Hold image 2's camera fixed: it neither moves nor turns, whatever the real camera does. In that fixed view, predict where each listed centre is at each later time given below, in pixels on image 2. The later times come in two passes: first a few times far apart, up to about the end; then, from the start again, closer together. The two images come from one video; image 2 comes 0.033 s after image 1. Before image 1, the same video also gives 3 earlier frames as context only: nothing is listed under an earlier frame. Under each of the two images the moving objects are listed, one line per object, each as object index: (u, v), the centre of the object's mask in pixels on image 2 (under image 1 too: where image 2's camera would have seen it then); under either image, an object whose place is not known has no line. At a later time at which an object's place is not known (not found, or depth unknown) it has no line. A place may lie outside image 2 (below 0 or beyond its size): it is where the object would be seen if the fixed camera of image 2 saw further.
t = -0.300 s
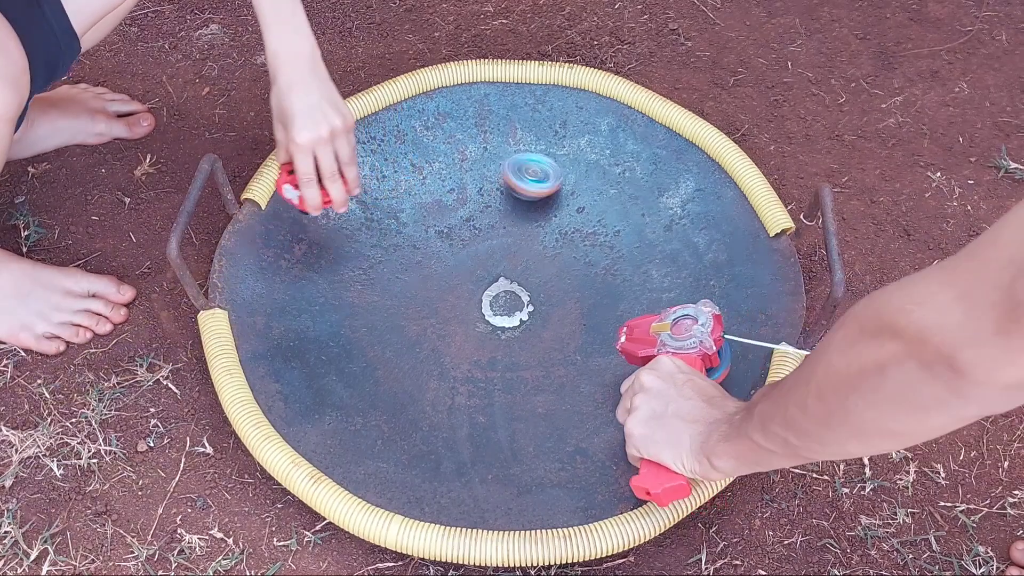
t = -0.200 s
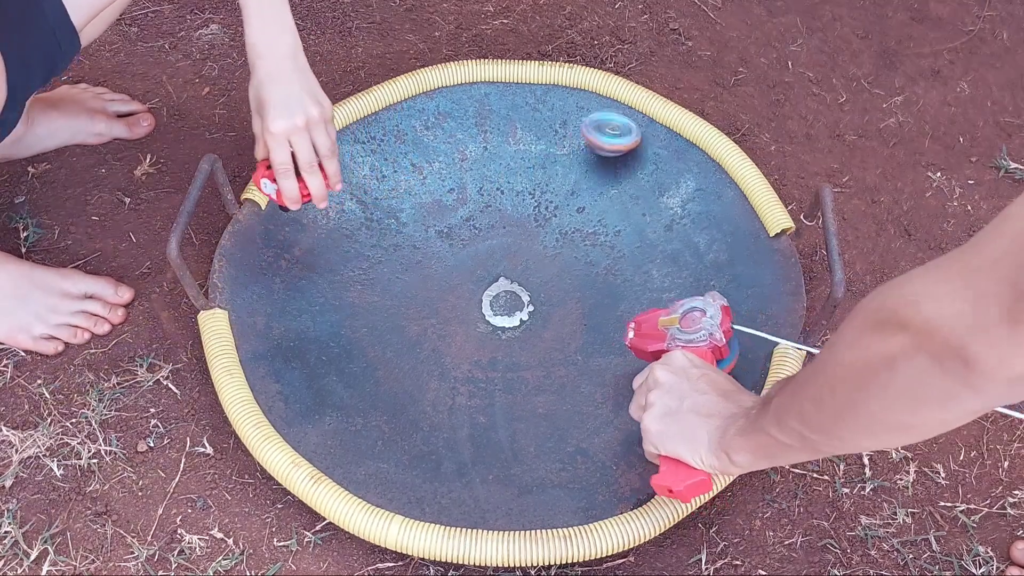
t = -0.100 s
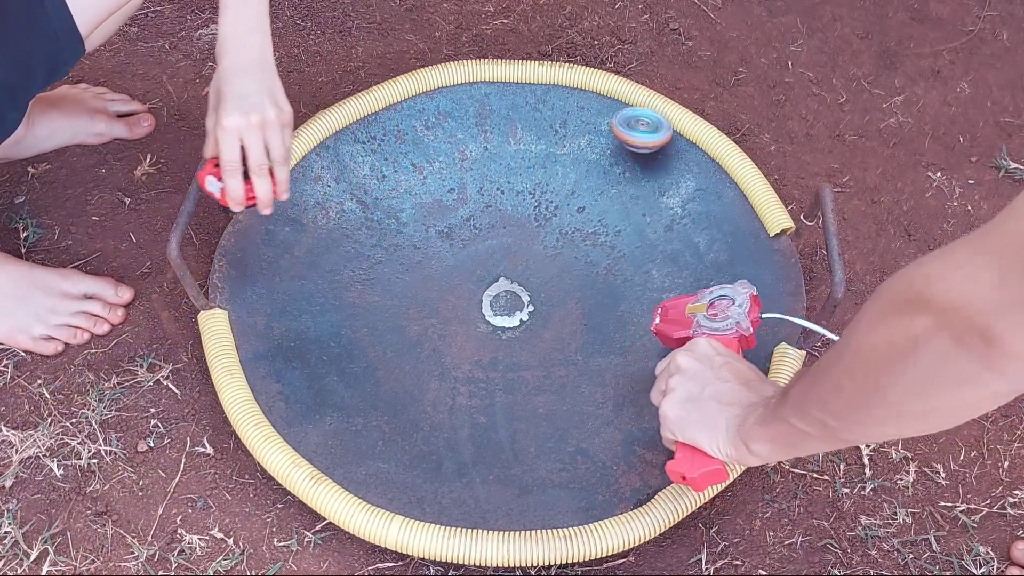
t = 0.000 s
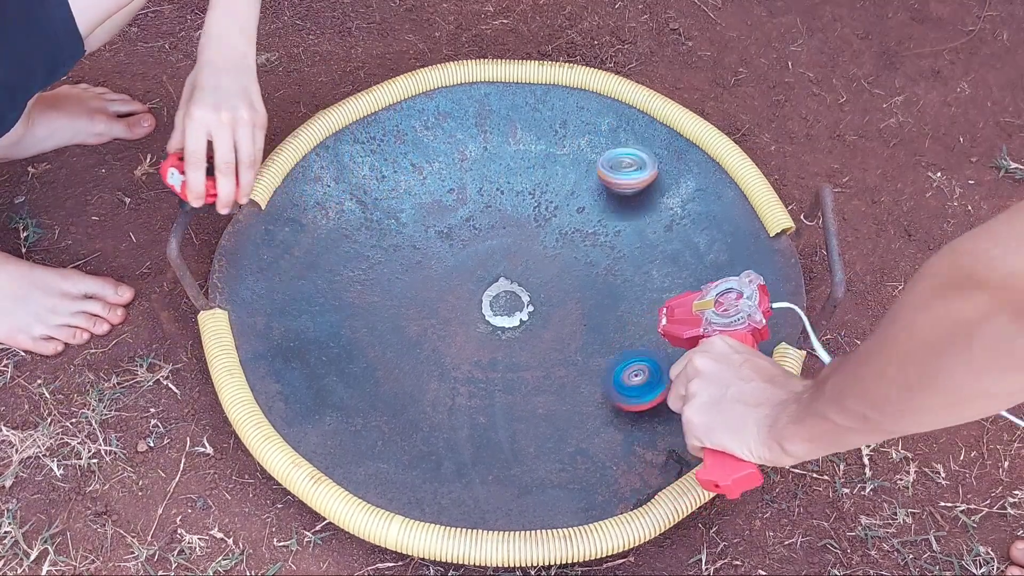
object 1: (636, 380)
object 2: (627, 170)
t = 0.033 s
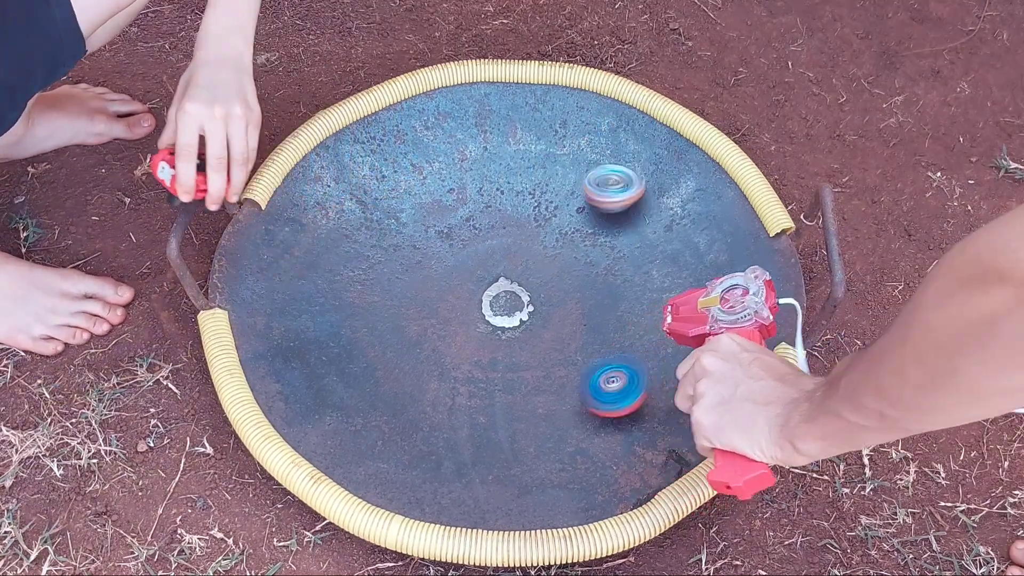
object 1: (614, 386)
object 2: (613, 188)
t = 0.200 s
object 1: (485, 408)
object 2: (485, 250)
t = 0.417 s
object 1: (345, 406)
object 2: (309, 296)
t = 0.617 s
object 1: (315, 378)
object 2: (236, 353)
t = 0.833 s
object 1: (414, 364)
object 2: (150, 370)
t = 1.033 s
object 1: (483, 307)
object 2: (122, 376)
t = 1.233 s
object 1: (480, 237)
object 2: (126, 375)
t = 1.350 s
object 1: (447, 203)
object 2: (122, 376)
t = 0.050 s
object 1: (601, 390)
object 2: (604, 197)
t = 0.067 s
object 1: (590, 393)
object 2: (594, 205)
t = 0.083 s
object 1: (576, 396)
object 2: (583, 213)
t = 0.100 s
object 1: (564, 397)
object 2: (572, 219)
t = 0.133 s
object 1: (537, 402)
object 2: (545, 233)
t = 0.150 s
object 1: (523, 403)
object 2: (531, 238)
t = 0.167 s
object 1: (511, 406)
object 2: (515, 243)
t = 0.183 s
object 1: (499, 406)
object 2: (501, 246)
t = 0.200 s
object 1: (485, 408)
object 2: (485, 250)
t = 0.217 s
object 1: (472, 409)
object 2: (470, 253)
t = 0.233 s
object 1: (461, 410)
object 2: (455, 256)
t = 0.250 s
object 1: (449, 411)
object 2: (439, 258)
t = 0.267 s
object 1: (437, 412)
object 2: (425, 261)
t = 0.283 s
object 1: (425, 413)
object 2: (411, 264)
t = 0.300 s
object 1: (414, 414)
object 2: (398, 267)
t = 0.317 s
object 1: (403, 412)
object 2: (385, 270)
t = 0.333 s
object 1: (392, 412)
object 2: (371, 274)
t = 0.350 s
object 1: (381, 412)
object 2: (358, 278)
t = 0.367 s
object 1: (371, 411)
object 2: (345, 282)
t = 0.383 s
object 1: (362, 408)
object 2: (332, 287)
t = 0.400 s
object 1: (354, 406)
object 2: (320, 291)
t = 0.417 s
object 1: (345, 406)
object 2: (309, 296)
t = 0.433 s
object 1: (338, 403)
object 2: (297, 301)
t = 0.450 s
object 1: (332, 400)
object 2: (286, 306)
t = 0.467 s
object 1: (325, 398)
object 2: (274, 312)
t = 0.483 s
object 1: (319, 396)
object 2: (263, 319)
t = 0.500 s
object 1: (314, 393)
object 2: (255, 325)
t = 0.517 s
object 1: (310, 388)
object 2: (252, 329)
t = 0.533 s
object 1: (307, 383)
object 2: (251, 335)
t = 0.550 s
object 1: (305, 379)
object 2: (250, 342)
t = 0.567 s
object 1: (305, 378)
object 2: (249, 351)
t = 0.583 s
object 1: (306, 378)
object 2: (247, 355)
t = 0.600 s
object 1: (309, 377)
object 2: (241, 354)
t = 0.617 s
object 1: (315, 378)
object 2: (236, 353)
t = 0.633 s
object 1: (322, 380)
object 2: (233, 354)
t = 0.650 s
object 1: (329, 381)
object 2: (228, 354)
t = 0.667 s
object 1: (336, 381)
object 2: (224, 355)
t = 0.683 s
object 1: (343, 382)
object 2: (218, 356)
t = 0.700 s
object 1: (351, 382)
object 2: (211, 356)
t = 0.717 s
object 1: (359, 380)
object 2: (205, 357)
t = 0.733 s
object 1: (367, 379)
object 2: (196, 356)
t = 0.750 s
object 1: (374, 378)
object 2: (188, 355)
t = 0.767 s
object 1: (382, 375)
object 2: (180, 356)
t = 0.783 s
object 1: (390, 373)
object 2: (174, 358)
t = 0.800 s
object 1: (399, 371)
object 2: (167, 360)
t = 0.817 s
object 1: (407, 366)
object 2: (158, 364)
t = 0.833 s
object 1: (414, 364)
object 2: (150, 370)
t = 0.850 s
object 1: (422, 361)
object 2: (146, 373)
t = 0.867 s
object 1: (429, 358)
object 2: (142, 370)
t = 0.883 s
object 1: (438, 352)
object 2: (140, 370)
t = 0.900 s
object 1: (444, 348)
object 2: (138, 370)
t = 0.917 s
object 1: (451, 345)
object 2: (136, 372)
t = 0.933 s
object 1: (457, 340)
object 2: (134, 374)
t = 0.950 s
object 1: (462, 335)
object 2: (131, 374)
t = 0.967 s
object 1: (467, 331)
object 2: (129, 374)
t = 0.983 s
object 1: (472, 325)
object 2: (127, 374)
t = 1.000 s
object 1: (475, 320)
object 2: (126, 375)
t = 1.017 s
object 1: (480, 315)
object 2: (124, 375)
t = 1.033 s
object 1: (483, 307)
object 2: (122, 376)
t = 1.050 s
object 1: (486, 300)
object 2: (120, 377)
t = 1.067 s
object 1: (488, 295)
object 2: (119, 377)
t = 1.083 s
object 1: (491, 291)
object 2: (119, 377)
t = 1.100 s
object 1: (492, 285)
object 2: (119, 377)
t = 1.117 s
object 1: (493, 279)
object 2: (120, 377)
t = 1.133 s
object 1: (492, 273)
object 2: (122, 377)
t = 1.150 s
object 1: (492, 267)
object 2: (124, 377)
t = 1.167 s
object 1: (490, 262)
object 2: (125, 376)
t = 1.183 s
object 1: (489, 257)
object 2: (125, 375)
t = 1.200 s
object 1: (486, 248)
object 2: (126, 374)
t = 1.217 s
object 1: (483, 241)
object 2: (126, 374)
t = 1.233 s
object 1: (480, 237)
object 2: (126, 375)
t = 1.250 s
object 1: (476, 233)
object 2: (125, 375)
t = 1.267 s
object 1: (473, 226)
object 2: (124, 376)
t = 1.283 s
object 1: (469, 223)
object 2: (124, 376)
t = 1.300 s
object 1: (464, 218)
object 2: (123, 377)
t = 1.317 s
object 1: (459, 213)
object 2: (122, 377)
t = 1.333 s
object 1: (455, 209)
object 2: (122, 377)
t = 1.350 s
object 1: (447, 203)
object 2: (122, 376)
